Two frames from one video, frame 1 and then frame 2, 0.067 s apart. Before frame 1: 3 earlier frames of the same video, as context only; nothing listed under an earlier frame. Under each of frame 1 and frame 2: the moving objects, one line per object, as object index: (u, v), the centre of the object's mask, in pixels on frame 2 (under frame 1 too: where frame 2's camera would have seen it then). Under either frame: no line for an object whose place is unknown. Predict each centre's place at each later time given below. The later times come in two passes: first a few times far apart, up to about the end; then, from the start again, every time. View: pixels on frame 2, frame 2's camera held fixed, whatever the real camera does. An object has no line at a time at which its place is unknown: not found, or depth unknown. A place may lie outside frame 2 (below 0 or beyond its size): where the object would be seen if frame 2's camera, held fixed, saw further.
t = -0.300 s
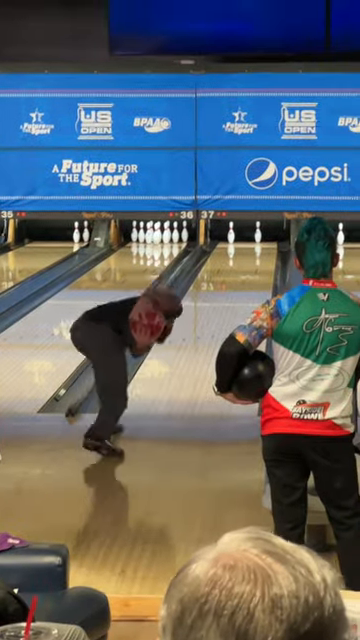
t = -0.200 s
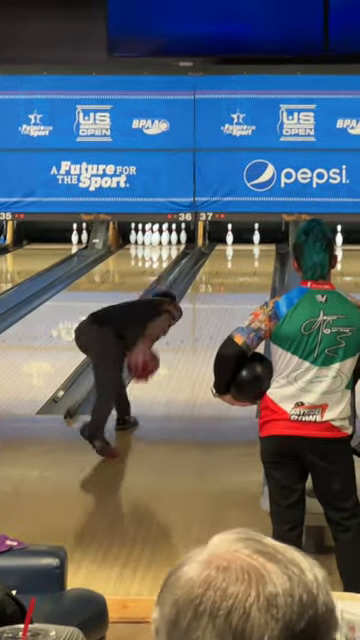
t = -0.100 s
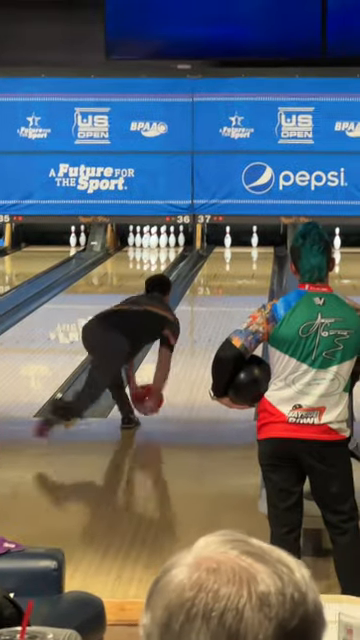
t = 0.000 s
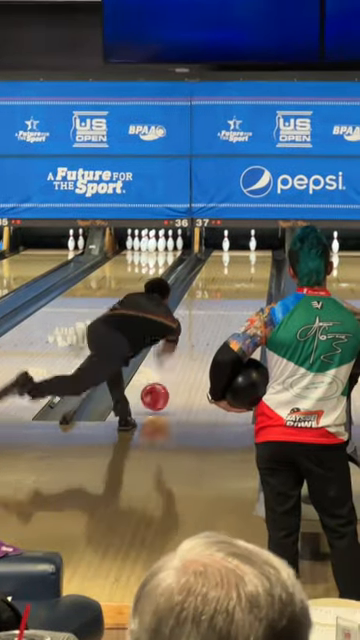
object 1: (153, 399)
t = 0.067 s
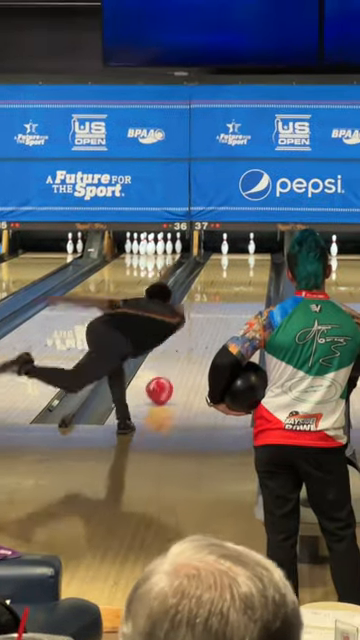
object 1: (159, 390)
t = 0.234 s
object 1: (172, 365)
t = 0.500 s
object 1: (187, 333)
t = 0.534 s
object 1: (188, 330)
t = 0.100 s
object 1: (162, 385)
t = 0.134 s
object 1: (165, 379)
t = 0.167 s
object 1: (167, 374)
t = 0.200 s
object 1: (170, 369)
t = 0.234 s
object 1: (172, 365)
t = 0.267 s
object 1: (174, 360)
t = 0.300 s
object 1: (176, 355)
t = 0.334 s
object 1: (178, 351)
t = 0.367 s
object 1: (180, 347)
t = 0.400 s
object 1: (182, 343)
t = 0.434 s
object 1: (184, 340)
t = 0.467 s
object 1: (185, 336)
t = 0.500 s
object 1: (187, 333)
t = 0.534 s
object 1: (188, 330)
